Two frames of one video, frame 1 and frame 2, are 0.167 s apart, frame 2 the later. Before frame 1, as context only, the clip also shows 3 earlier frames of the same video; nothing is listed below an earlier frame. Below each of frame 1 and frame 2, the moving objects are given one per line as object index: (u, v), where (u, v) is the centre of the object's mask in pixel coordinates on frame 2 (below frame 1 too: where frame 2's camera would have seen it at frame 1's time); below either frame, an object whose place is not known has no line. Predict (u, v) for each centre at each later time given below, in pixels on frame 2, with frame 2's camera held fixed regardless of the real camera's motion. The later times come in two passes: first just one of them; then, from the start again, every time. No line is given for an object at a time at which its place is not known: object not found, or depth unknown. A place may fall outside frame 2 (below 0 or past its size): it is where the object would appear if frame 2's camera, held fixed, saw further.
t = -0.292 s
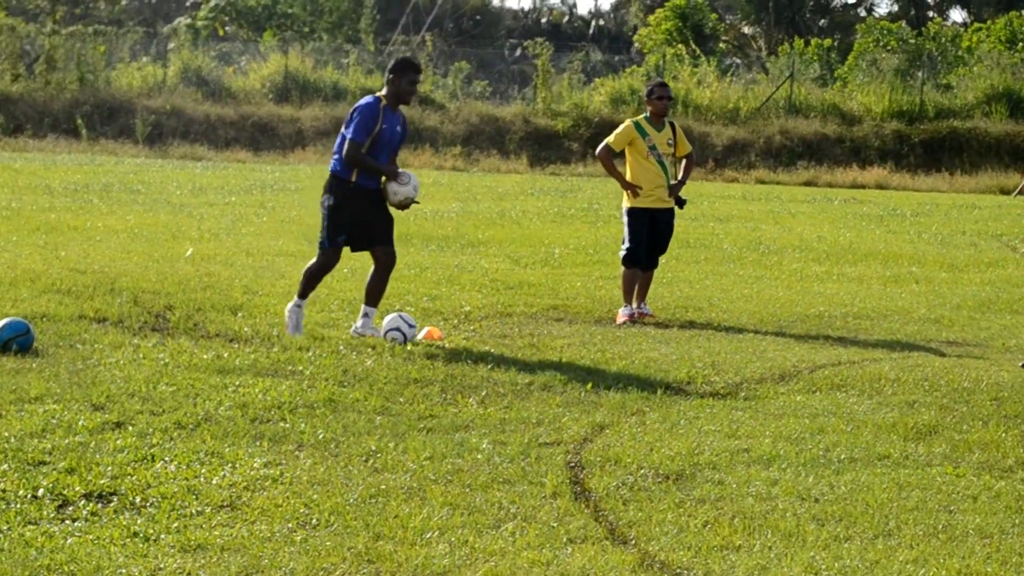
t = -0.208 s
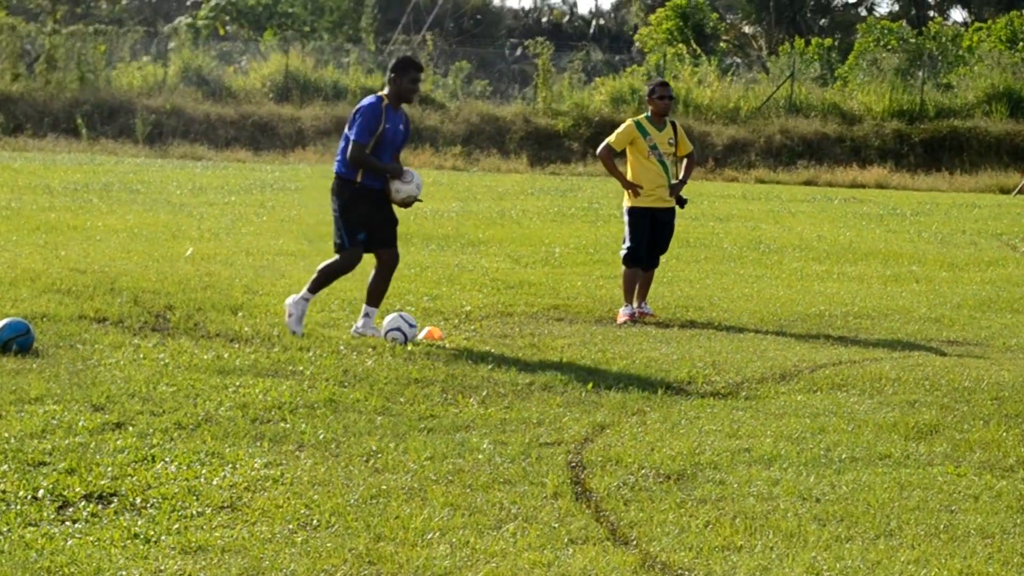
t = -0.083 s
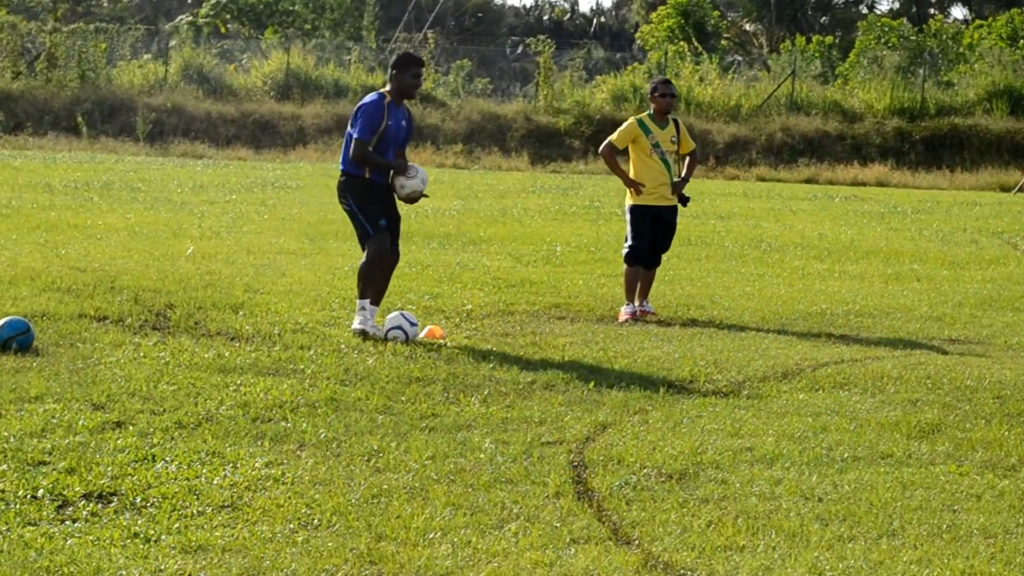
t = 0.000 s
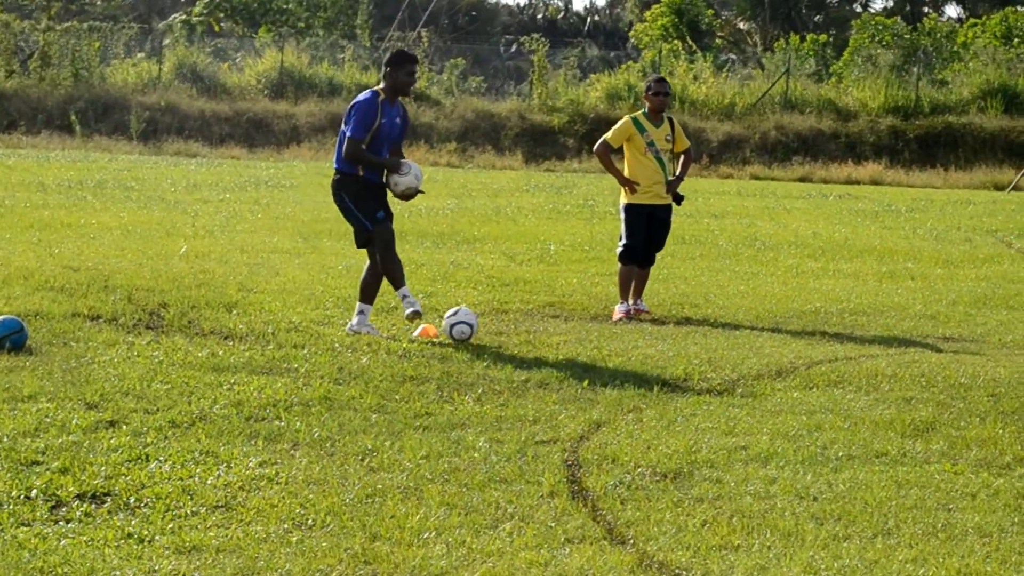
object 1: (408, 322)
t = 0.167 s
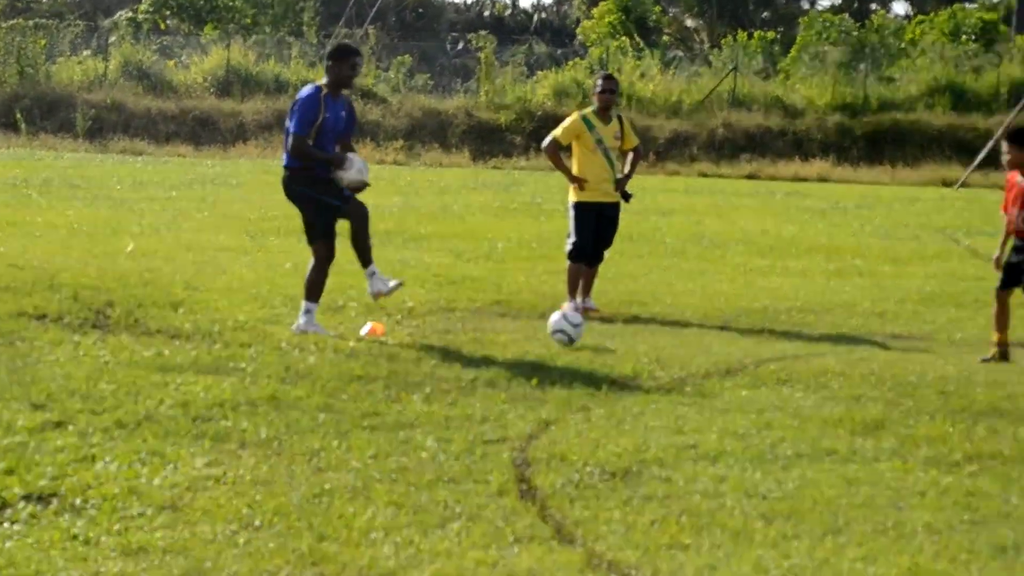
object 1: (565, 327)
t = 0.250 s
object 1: (627, 324)
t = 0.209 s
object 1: (596, 323)
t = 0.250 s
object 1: (627, 324)
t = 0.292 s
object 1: (656, 326)
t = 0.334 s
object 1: (685, 331)
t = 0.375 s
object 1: (712, 331)
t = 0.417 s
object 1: (737, 327)
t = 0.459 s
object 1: (762, 326)
